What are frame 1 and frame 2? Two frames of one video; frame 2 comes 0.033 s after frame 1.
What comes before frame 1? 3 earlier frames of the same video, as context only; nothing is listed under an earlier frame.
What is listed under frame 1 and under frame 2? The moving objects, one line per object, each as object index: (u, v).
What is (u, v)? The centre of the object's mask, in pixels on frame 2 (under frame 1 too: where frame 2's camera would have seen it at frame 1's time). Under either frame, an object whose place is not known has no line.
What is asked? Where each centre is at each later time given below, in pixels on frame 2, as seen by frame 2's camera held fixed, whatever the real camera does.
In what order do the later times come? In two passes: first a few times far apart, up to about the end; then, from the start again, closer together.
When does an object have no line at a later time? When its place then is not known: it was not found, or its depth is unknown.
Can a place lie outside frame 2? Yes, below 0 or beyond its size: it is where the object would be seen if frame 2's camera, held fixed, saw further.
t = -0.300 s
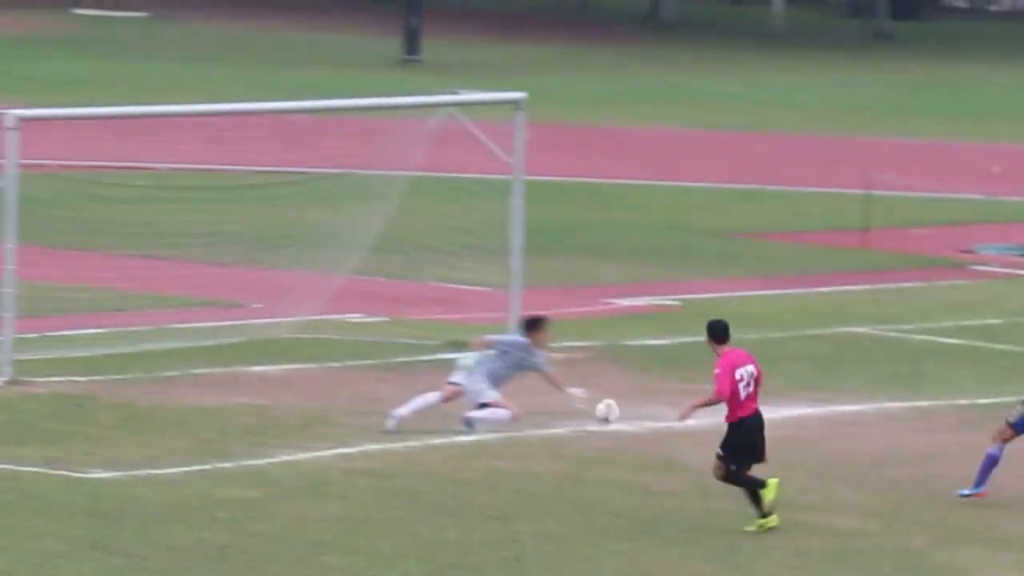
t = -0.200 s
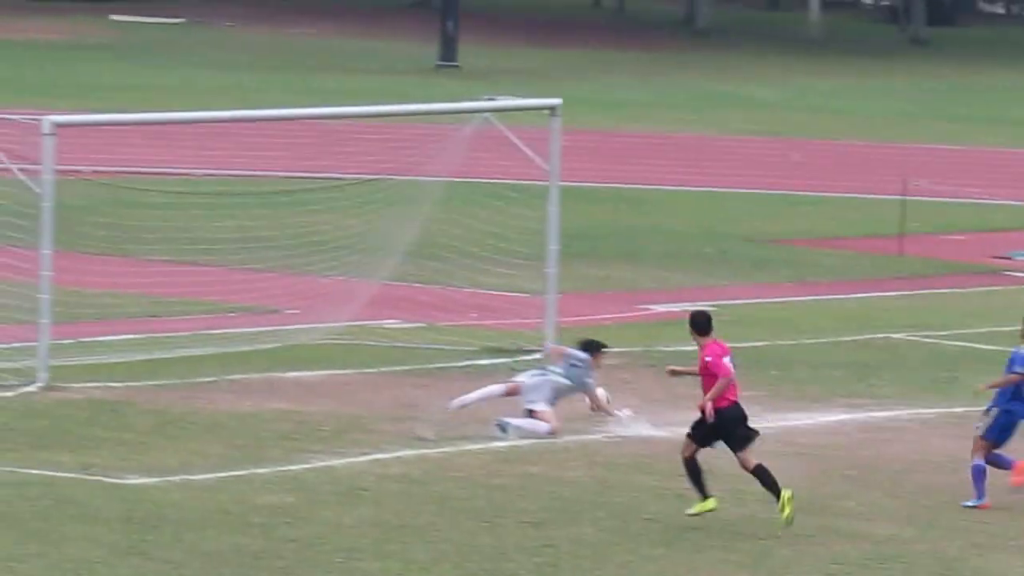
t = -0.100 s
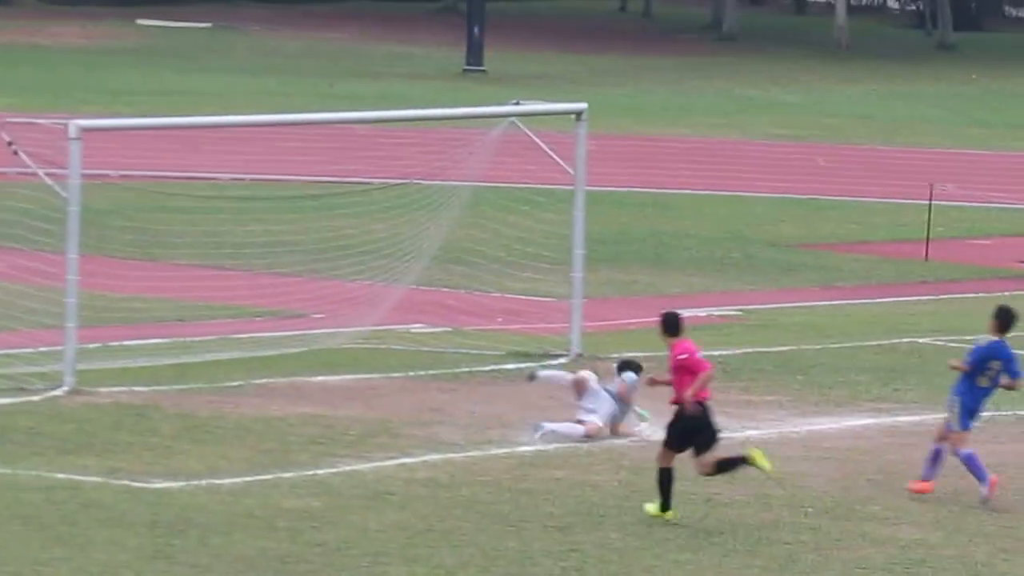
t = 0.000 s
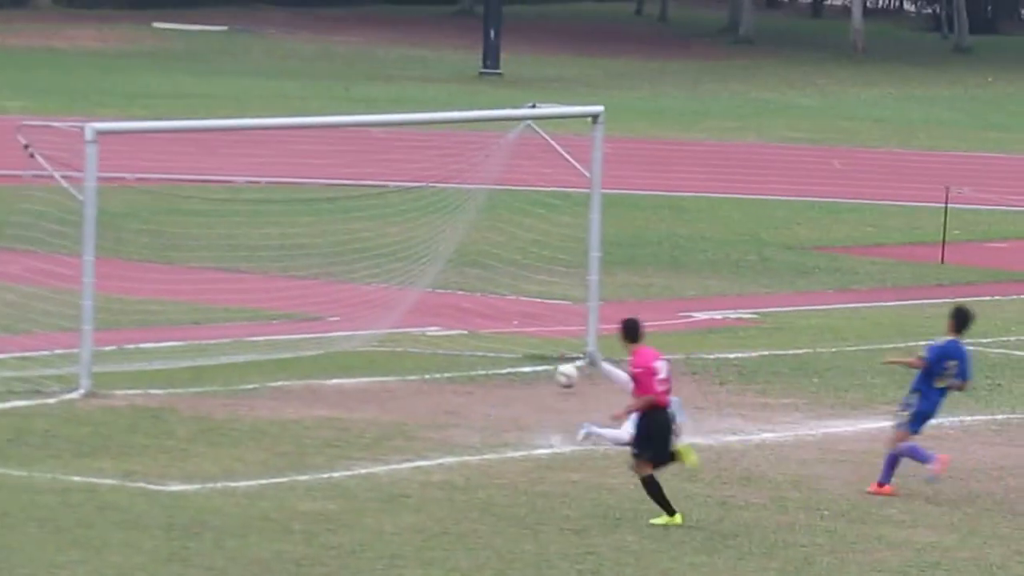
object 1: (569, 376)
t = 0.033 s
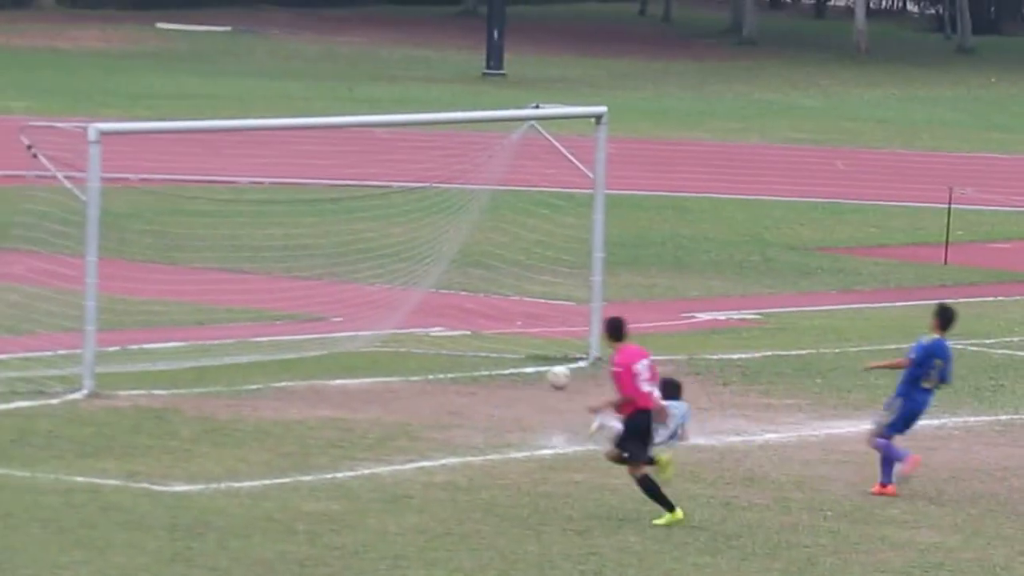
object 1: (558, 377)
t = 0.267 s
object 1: (502, 325)
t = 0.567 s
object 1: (462, 248)
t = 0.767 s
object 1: (446, 243)
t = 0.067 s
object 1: (549, 374)
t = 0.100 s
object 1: (539, 369)
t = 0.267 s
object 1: (502, 325)
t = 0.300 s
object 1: (495, 313)
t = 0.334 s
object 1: (489, 303)
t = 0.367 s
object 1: (483, 292)
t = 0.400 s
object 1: (478, 283)
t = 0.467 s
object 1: (467, 268)
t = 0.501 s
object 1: (465, 258)
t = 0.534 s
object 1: (463, 252)
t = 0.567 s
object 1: (462, 248)
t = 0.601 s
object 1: (459, 244)
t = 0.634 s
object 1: (457, 242)
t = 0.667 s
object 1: (454, 241)
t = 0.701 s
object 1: (452, 241)
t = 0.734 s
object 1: (451, 241)
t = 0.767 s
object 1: (446, 243)
